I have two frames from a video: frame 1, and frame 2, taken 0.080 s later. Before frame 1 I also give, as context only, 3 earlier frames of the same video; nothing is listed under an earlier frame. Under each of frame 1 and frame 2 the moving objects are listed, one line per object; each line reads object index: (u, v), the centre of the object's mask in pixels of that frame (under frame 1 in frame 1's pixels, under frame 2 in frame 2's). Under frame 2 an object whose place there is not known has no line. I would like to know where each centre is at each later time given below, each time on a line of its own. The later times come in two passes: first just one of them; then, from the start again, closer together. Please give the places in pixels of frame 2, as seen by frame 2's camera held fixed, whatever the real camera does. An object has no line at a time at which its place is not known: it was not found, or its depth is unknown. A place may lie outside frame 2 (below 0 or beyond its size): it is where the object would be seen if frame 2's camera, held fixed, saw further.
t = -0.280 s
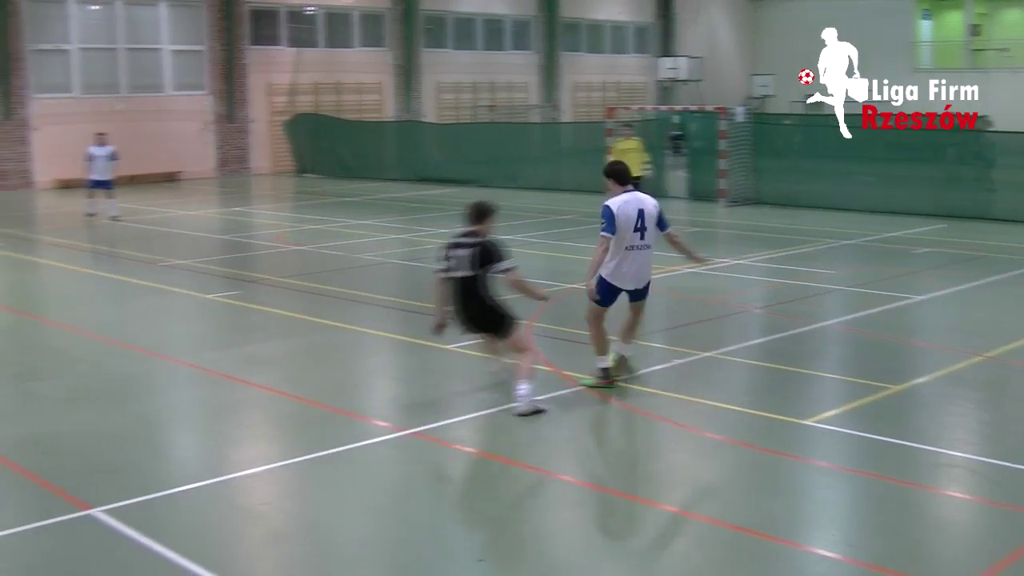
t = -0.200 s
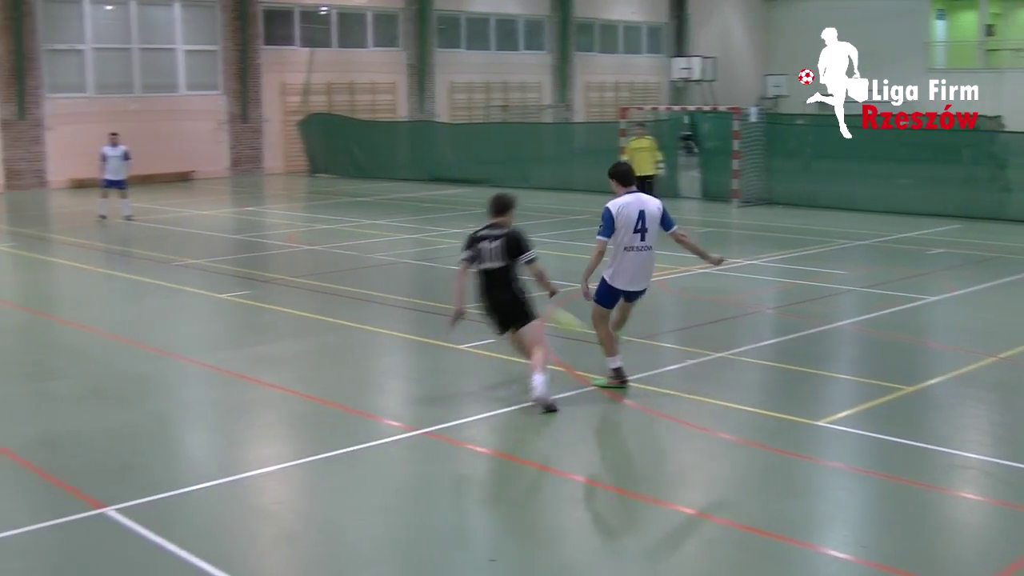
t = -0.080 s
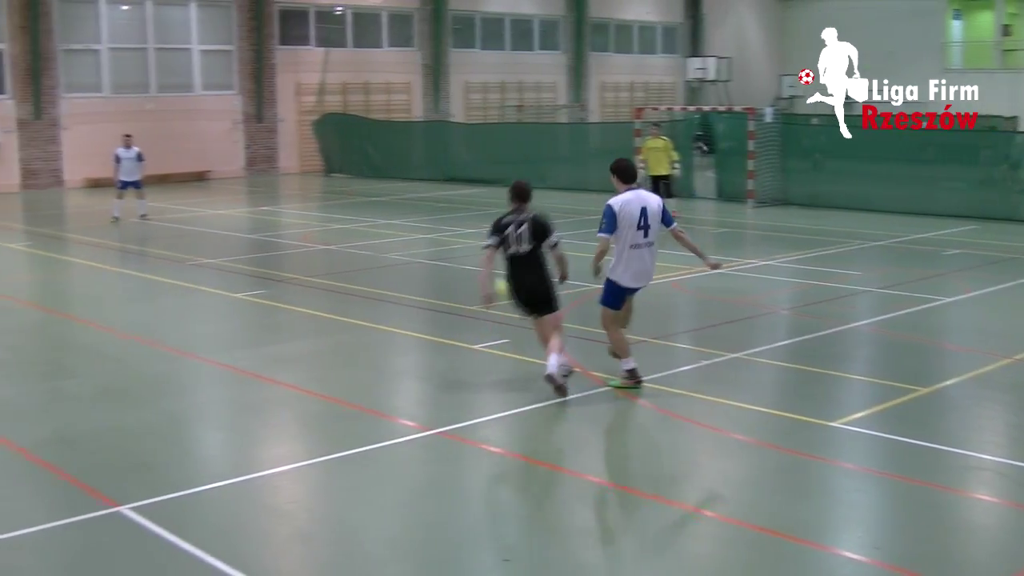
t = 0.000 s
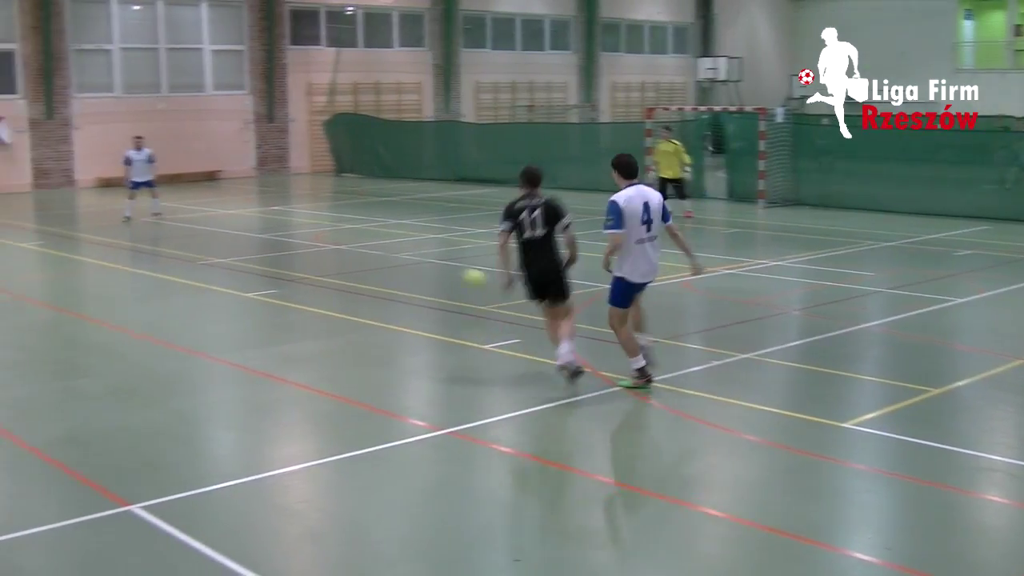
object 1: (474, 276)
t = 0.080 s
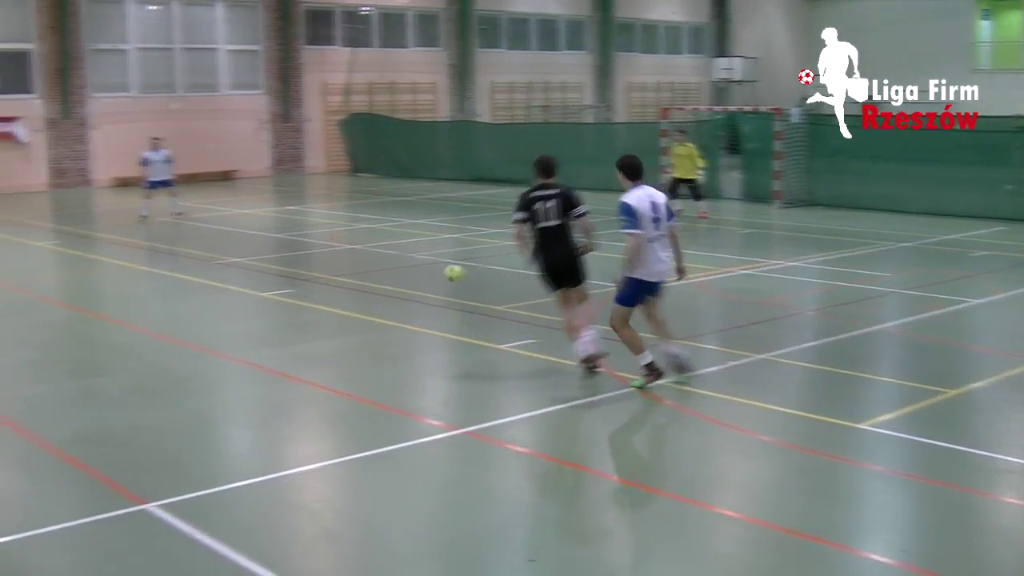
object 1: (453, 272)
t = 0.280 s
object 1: (398, 259)
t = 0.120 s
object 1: (440, 273)
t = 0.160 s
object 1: (427, 274)
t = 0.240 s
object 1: (406, 263)
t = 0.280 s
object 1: (398, 259)
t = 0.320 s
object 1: (390, 256)
